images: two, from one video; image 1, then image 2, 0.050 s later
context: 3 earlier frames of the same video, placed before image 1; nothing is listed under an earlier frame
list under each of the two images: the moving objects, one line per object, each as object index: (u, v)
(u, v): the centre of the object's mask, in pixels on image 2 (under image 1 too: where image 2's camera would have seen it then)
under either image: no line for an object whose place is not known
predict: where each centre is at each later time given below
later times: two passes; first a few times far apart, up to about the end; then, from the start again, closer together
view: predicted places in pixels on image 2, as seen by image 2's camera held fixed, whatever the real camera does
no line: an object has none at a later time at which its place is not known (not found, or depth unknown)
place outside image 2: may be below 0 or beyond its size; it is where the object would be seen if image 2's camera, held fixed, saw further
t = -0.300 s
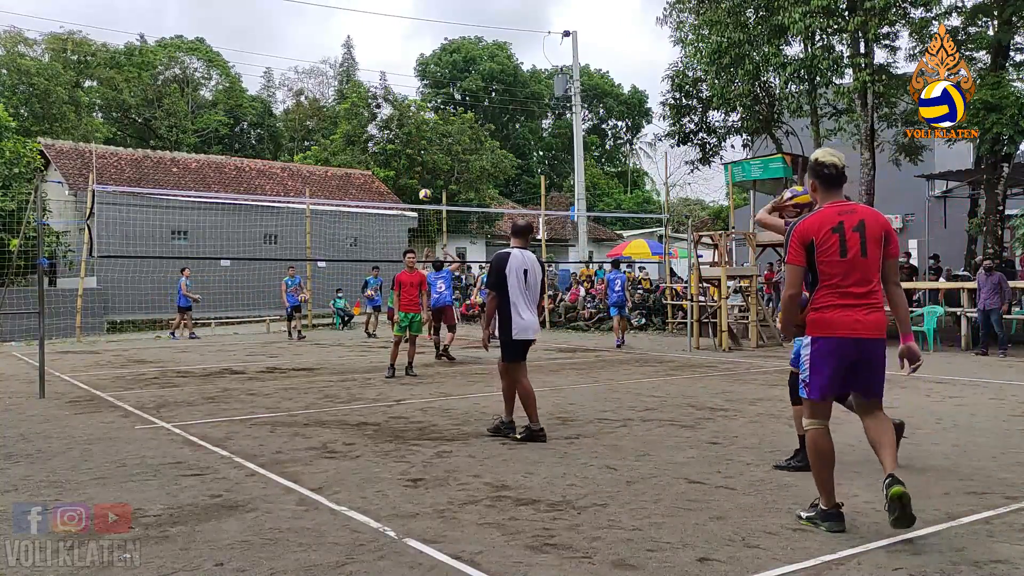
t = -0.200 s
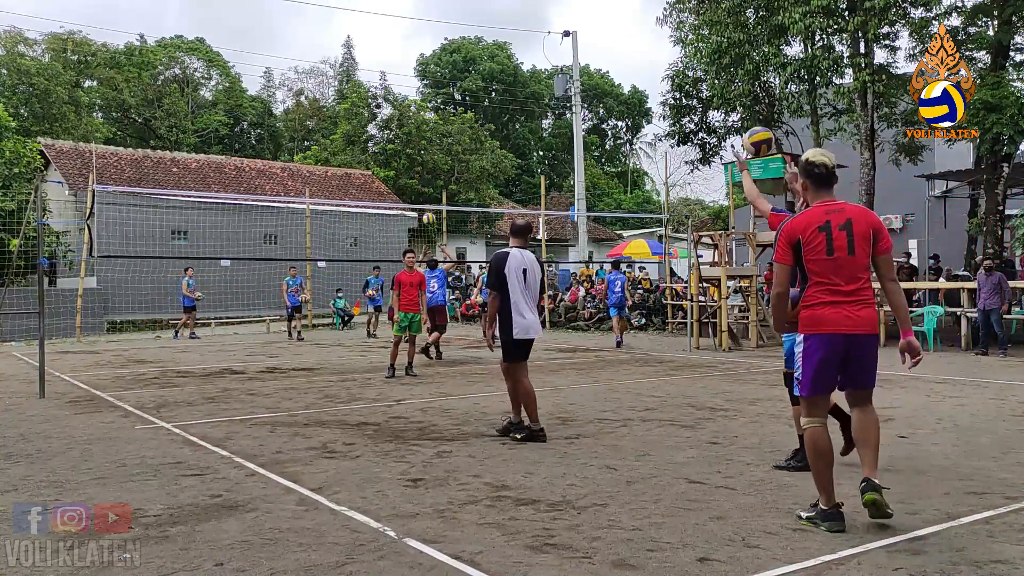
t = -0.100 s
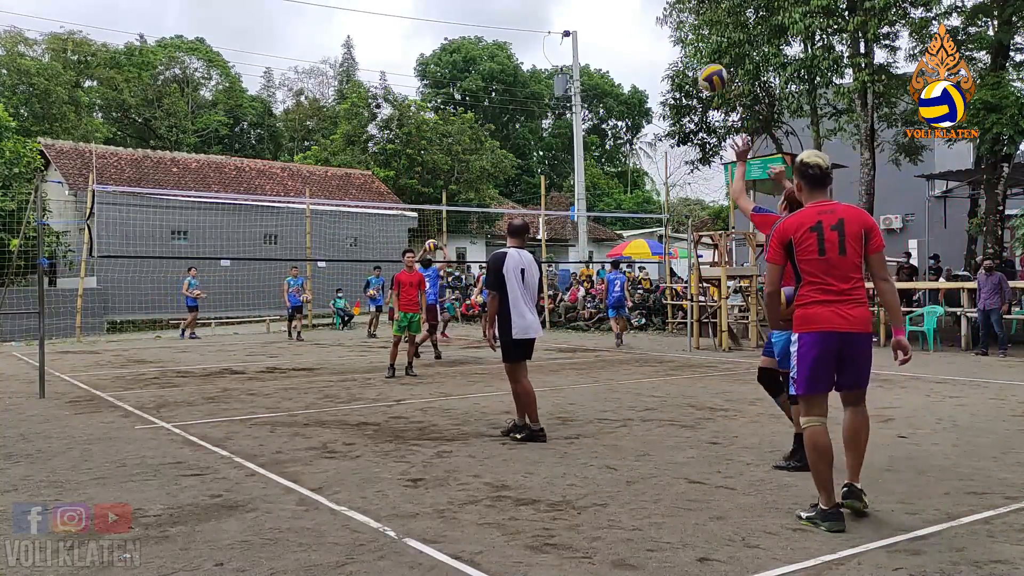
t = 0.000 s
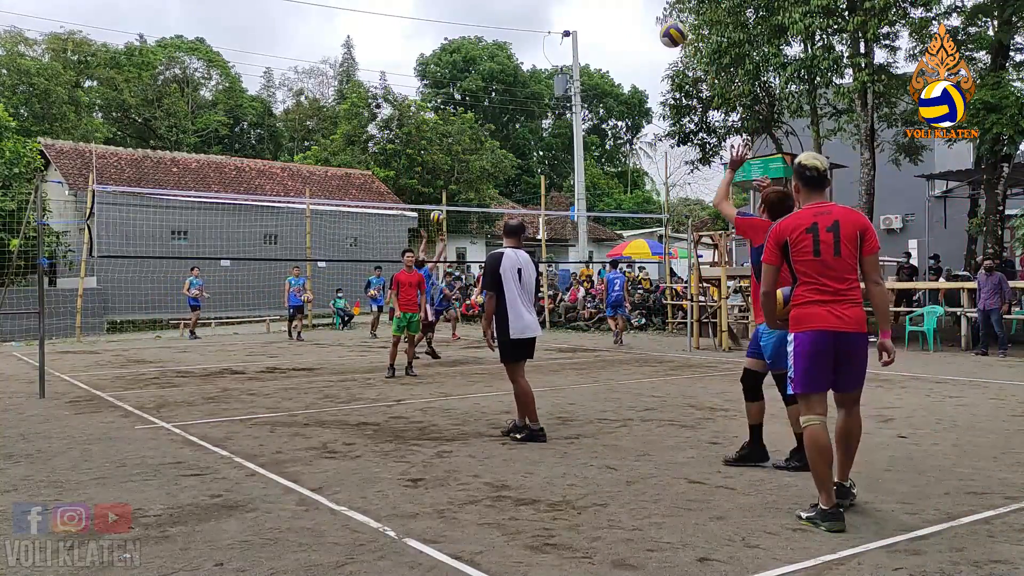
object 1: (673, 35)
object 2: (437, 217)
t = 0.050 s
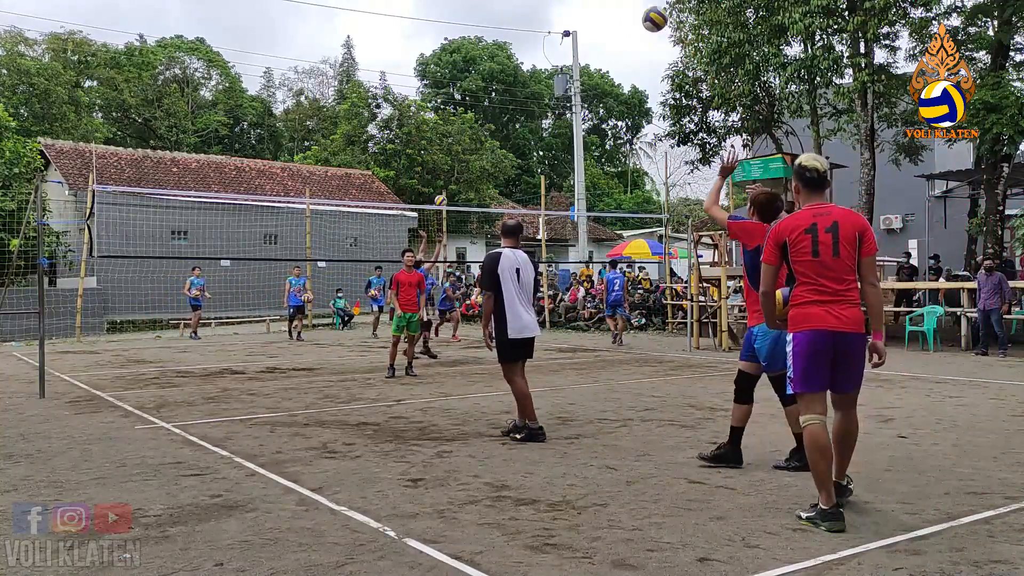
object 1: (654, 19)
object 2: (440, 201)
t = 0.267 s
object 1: (587, 2)
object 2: (456, 152)
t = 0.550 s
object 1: (520, 28)
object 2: (475, 129)
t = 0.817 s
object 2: (492, 146)
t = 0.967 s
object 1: (456, 174)
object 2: (501, 172)
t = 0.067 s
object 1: (649, 14)
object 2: (442, 197)
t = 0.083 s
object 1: (643, 11)
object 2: (443, 191)
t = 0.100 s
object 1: (637, 9)
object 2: (444, 187)
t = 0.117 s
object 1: (632, 8)
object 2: (445, 183)
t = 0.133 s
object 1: (626, 6)
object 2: (447, 179)
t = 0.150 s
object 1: (621, 5)
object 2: (448, 176)
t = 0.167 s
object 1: (616, 4)
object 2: (449, 171)
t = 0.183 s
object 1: (611, 3)
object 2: (450, 168)
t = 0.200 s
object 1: (605, 3)
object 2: (451, 164)
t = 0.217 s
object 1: (601, 2)
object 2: (452, 161)
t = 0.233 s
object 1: (596, 2)
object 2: (454, 159)
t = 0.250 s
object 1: (591, 2)
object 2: (455, 155)
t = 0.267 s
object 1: (587, 2)
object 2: (456, 152)
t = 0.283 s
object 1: (582, 2)
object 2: (457, 149)
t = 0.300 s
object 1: (578, 2)
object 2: (458, 147)
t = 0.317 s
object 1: (573, 2)
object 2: (459, 144)
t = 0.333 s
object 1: (569, 3)
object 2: (460, 142)
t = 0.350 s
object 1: (565, 3)
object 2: (461, 140)
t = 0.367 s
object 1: (561, 4)
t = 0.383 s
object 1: (557, 5)
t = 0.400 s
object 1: (553, 5)
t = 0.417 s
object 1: (549, 6)
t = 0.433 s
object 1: (545, 8)
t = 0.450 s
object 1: (541, 9)
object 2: (468, 132)
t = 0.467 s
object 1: (538, 11)
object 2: (469, 131)
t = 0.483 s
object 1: (534, 14)
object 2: (470, 131)
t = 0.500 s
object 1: (530, 18)
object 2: (471, 130)
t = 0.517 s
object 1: (527, 21)
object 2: (472, 130)
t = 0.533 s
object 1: (524, 25)
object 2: (473, 129)
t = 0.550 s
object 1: (520, 28)
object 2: (475, 129)
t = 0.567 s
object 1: (517, 32)
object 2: (476, 129)
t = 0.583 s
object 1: (514, 37)
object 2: (477, 129)
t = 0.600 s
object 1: (511, 41)
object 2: (478, 129)
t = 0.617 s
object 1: (508, 45)
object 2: (479, 130)
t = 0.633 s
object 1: (505, 50)
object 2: (480, 130)
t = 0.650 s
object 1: (503, 53)
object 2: (482, 131)
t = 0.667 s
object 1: (499, 59)
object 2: (482, 131)
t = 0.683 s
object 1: (496, 64)
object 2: (484, 132)
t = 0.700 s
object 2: (485, 134)
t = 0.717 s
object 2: (486, 135)
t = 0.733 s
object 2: (487, 136)
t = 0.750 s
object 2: (488, 138)
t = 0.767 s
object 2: (489, 140)
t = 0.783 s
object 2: (490, 142)
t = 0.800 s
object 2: (490, 144)
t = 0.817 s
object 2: (492, 146)
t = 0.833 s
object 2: (493, 148)
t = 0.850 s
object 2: (494, 151)
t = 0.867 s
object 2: (495, 153)
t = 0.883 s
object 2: (496, 156)
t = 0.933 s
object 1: (460, 160)
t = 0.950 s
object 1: (458, 167)
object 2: (500, 169)
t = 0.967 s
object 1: (456, 174)
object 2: (501, 172)
